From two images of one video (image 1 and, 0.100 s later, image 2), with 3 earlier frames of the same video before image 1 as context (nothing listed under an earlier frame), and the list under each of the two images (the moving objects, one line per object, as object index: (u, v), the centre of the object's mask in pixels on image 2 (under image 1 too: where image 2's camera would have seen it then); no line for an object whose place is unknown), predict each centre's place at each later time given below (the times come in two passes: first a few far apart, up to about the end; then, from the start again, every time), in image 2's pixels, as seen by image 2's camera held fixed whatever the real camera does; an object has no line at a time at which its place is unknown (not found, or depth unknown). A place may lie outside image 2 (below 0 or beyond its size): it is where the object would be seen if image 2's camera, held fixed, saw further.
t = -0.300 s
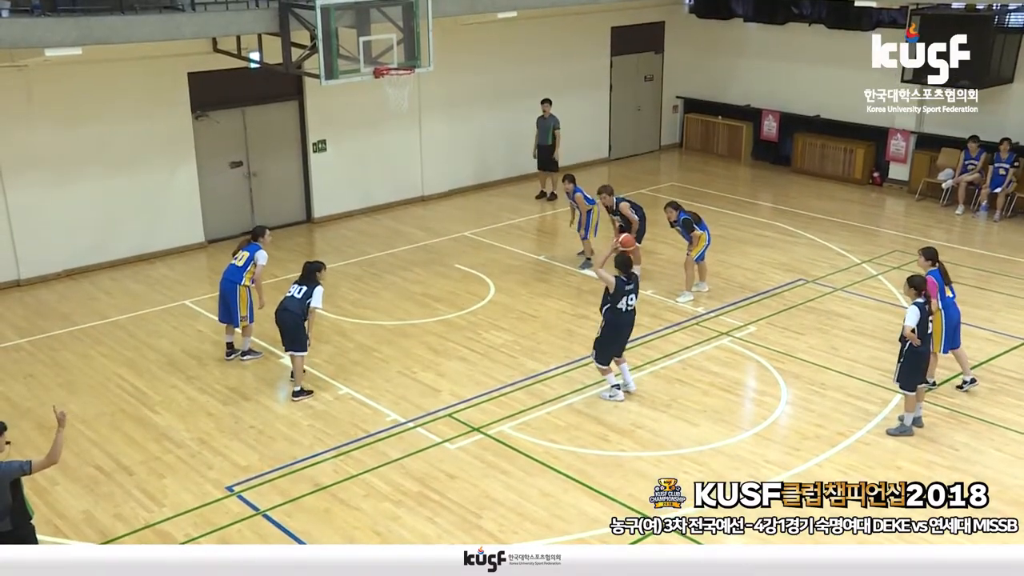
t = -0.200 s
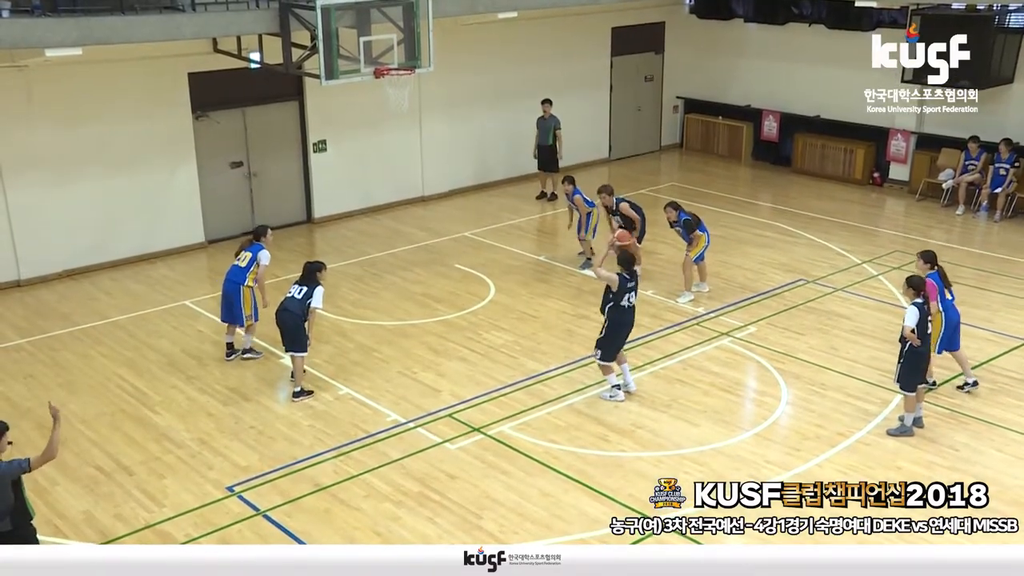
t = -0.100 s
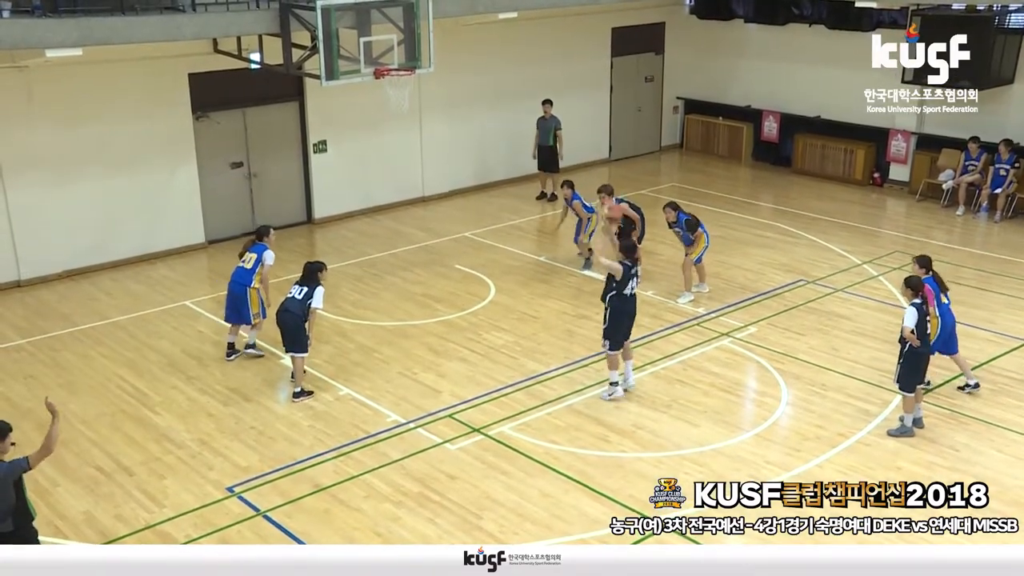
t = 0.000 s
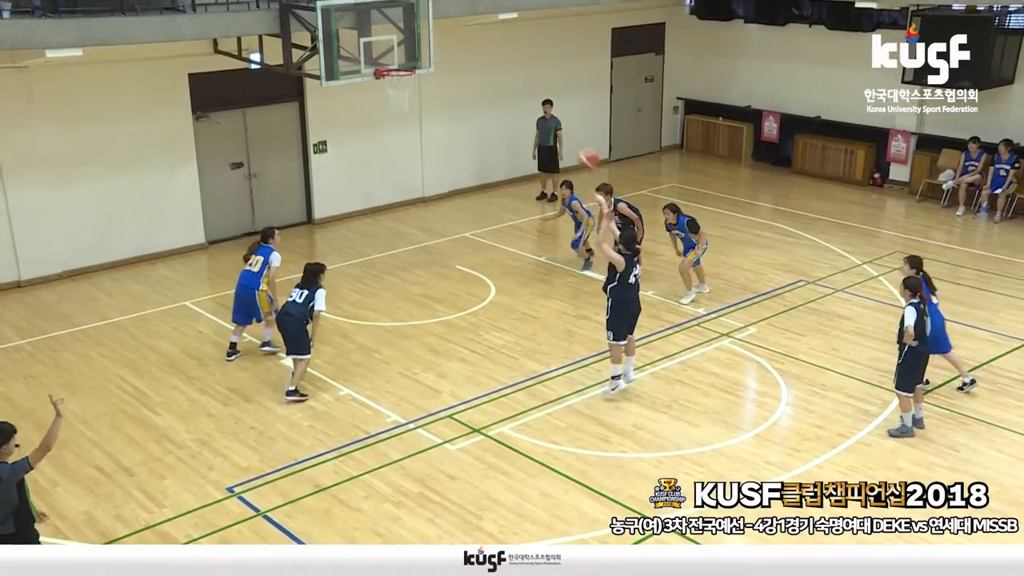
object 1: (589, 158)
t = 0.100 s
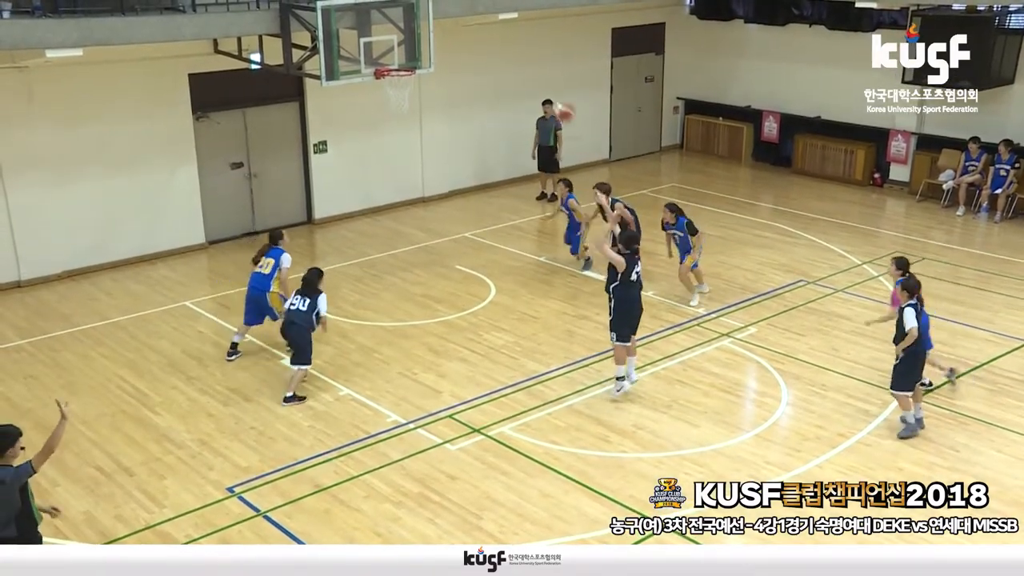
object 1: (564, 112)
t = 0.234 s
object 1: (529, 64)
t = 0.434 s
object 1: (483, 25)
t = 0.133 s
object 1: (555, 97)
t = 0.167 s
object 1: (545, 85)
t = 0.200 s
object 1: (537, 74)
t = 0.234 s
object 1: (529, 64)
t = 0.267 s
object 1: (520, 54)
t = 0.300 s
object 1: (513, 46)
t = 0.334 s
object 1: (505, 39)
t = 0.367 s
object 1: (498, 33)
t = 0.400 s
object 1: (490, 28)
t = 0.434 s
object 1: (483, 25)
